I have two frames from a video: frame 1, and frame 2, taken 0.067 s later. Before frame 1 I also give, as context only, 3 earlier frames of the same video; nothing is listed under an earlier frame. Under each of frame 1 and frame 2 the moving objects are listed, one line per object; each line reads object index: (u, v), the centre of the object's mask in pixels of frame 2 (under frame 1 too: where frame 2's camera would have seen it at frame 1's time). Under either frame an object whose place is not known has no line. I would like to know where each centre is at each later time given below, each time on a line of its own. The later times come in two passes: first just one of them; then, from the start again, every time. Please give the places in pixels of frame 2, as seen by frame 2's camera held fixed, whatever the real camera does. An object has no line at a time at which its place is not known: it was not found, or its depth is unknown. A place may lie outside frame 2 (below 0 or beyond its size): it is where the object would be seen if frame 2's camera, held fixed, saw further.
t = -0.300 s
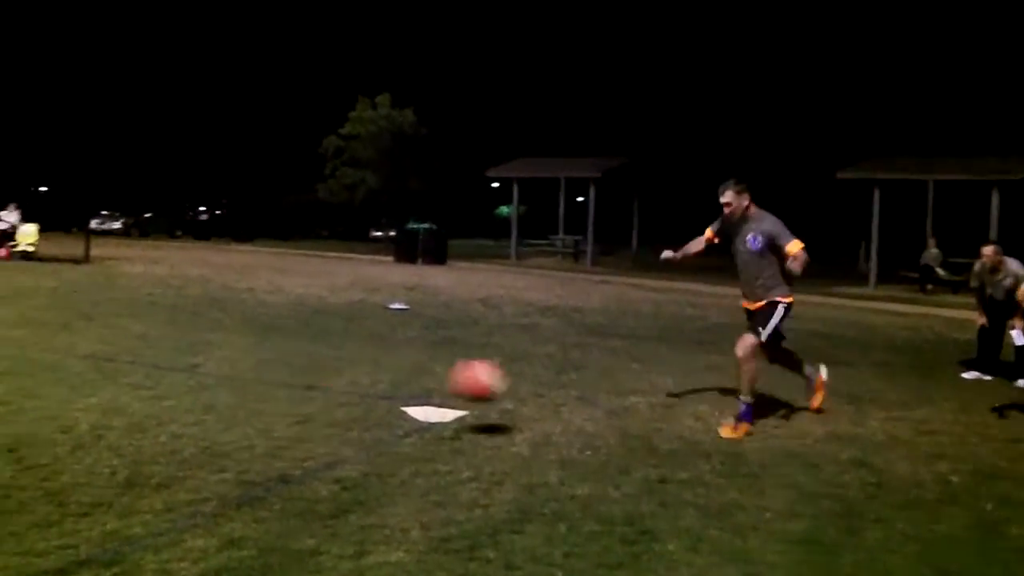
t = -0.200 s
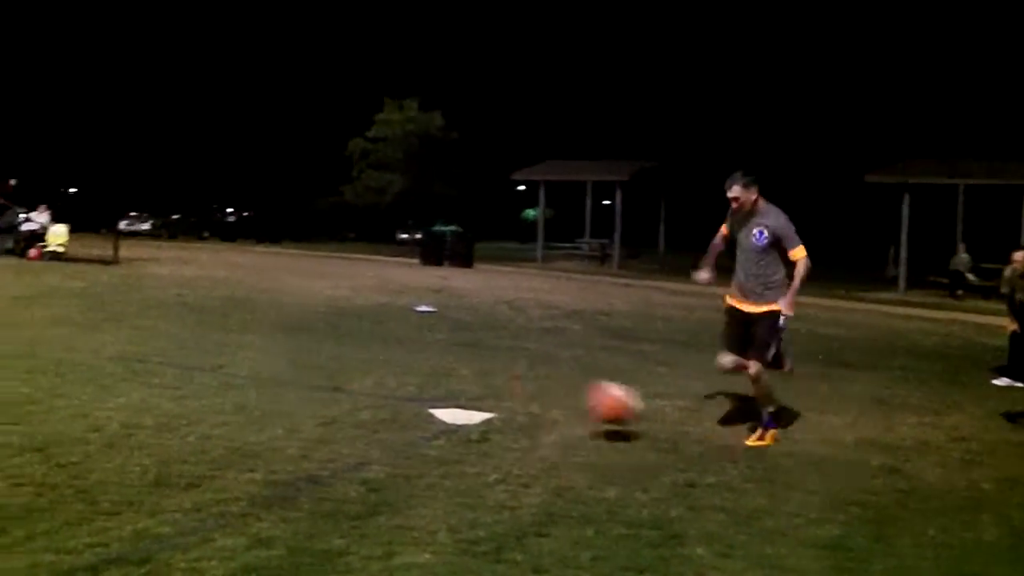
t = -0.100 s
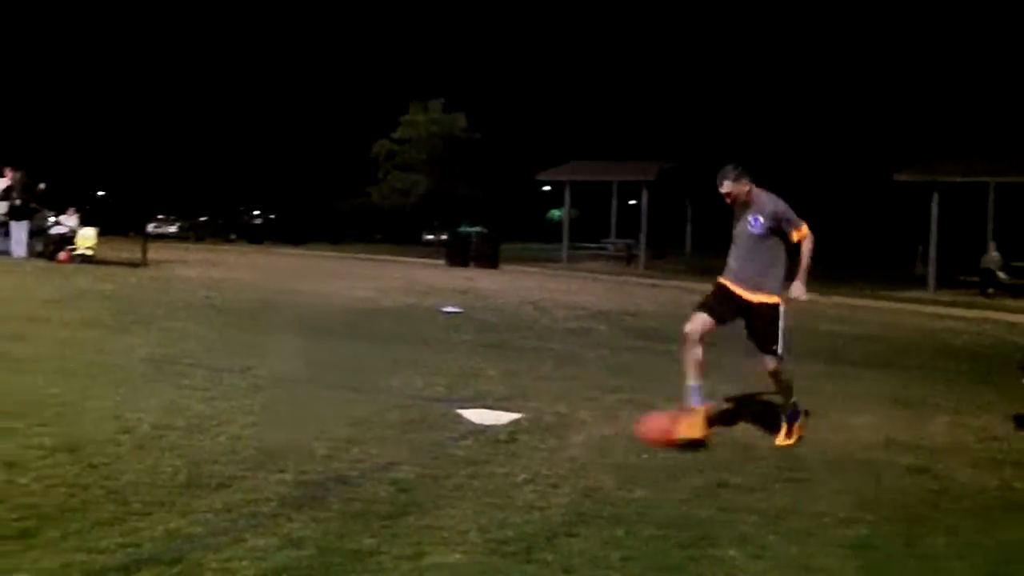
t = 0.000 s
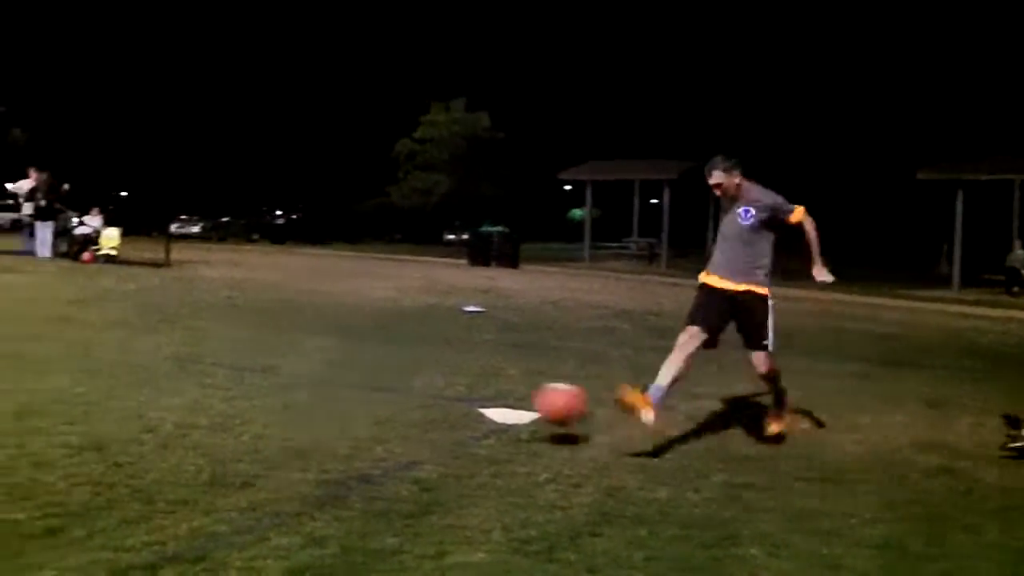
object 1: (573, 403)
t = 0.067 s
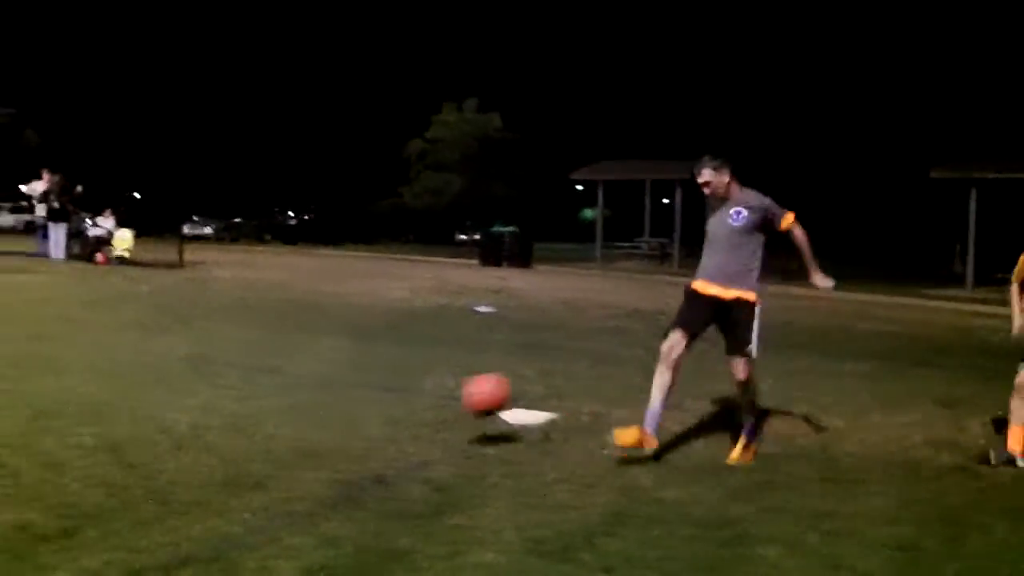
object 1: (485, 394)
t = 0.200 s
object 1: (302, 397)
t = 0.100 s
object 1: (442, 392)
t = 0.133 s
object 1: (396, 394)
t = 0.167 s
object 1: (349, 394)
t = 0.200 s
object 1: (302, 397)
